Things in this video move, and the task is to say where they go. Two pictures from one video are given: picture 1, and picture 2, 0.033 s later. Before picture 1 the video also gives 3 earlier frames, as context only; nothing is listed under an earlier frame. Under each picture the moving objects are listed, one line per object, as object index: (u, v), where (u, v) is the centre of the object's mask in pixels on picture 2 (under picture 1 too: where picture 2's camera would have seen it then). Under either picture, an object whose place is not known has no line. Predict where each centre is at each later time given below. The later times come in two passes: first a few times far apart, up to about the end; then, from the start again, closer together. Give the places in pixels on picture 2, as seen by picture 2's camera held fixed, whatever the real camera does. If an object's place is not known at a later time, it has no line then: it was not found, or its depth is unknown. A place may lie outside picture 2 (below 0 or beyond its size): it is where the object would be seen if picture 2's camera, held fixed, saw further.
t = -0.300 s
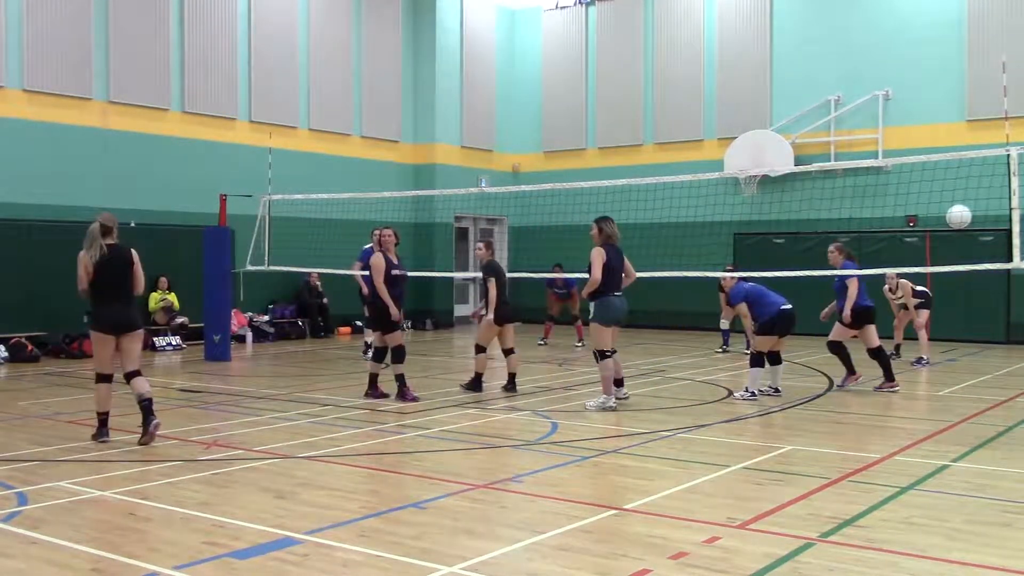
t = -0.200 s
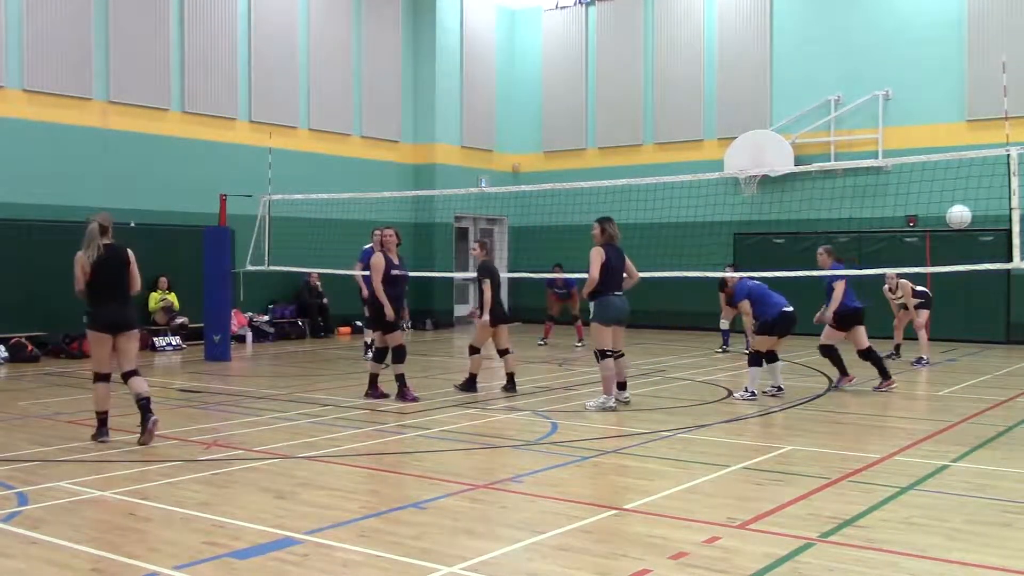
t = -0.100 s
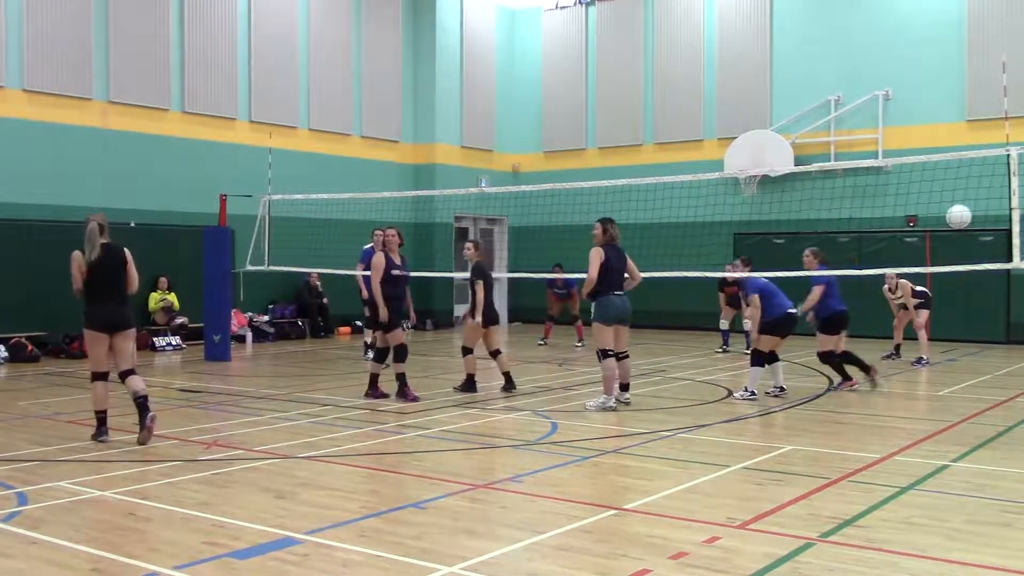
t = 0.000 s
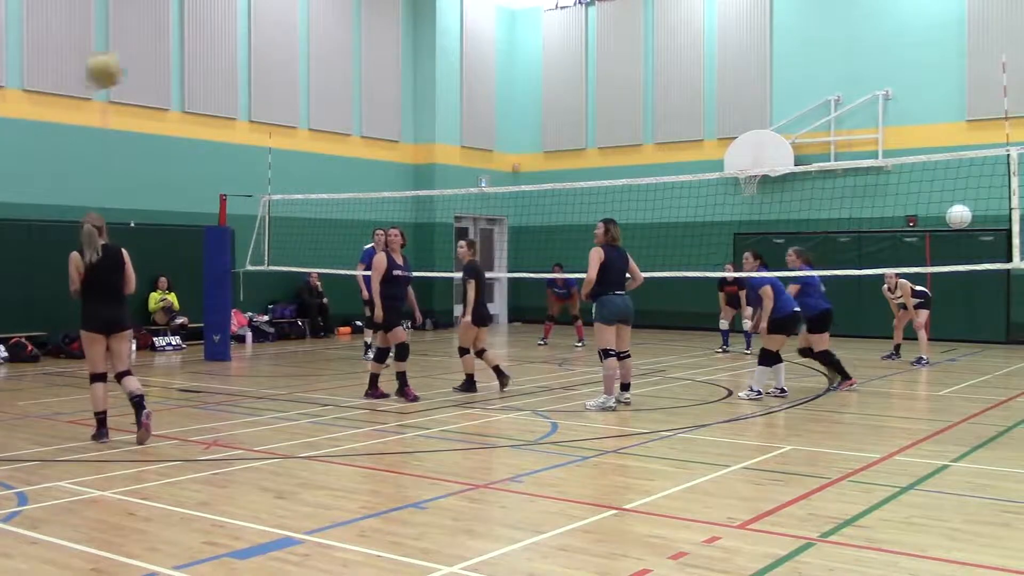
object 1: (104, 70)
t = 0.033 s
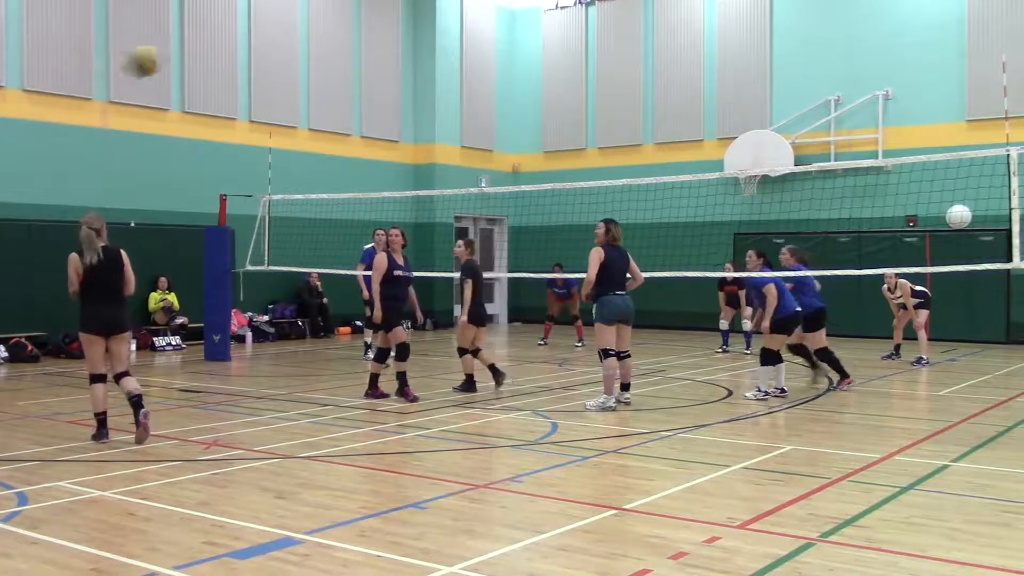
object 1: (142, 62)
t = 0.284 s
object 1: (351, 40)
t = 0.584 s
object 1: (494, 90)
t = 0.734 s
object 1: (540, 133)
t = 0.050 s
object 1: (159, 58)
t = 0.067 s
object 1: (177, 55)
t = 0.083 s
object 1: (194, 51)
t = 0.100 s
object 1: (209, 48)
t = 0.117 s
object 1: (224, 46)
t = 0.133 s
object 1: (239, 44)
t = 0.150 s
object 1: (254, 41)
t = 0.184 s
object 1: (280, 38)
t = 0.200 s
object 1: (293, 38)
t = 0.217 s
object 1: (306, 38)
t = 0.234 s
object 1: (318, 37)
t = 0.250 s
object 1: (329, 37)
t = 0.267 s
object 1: (341, 38)
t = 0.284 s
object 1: (351, 40)
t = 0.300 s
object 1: (362, 42)
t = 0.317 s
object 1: (372, 42)
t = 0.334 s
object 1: (382, 44)
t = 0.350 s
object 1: (391, 45)
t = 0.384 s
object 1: (409, 49)
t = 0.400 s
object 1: (418, 51)
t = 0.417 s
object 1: (425, 53)
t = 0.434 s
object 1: (434, 56)
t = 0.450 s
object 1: (441, 60)
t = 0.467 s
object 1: (448, 64)
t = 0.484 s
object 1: (455, 67)
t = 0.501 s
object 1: (462, 71)
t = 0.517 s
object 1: (469, 75)
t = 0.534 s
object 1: (476, 79)
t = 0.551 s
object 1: (483, 82)
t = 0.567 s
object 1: (489, 86)
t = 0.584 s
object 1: (494, 90)
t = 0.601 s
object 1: (499, 94)
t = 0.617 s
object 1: (505, 99)
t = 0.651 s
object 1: (516, 108)
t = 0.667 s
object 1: (520, 113)
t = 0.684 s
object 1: (526, 118)
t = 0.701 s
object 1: (531, 122)
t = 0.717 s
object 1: (536, 128)
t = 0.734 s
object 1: (540, 133)
